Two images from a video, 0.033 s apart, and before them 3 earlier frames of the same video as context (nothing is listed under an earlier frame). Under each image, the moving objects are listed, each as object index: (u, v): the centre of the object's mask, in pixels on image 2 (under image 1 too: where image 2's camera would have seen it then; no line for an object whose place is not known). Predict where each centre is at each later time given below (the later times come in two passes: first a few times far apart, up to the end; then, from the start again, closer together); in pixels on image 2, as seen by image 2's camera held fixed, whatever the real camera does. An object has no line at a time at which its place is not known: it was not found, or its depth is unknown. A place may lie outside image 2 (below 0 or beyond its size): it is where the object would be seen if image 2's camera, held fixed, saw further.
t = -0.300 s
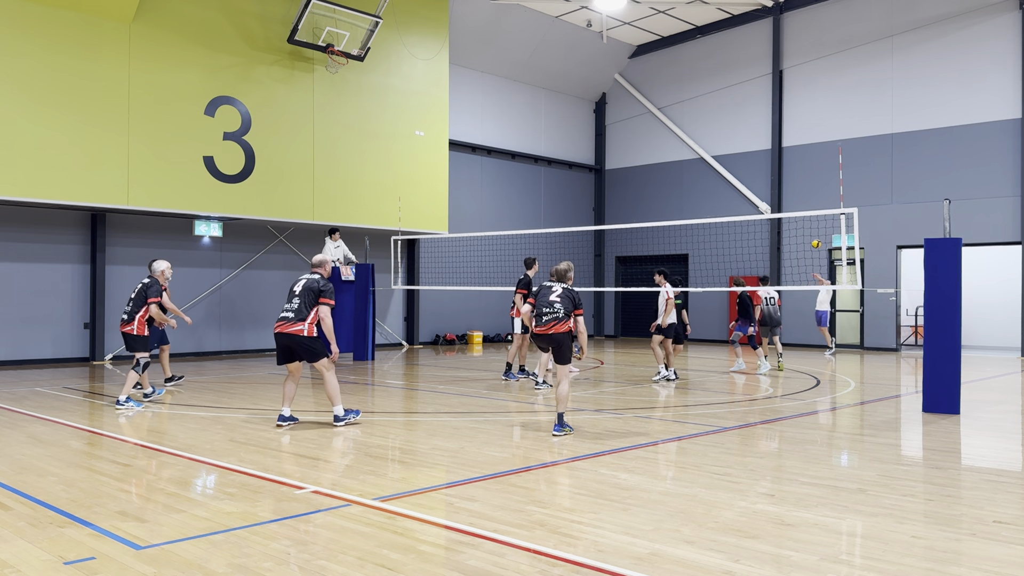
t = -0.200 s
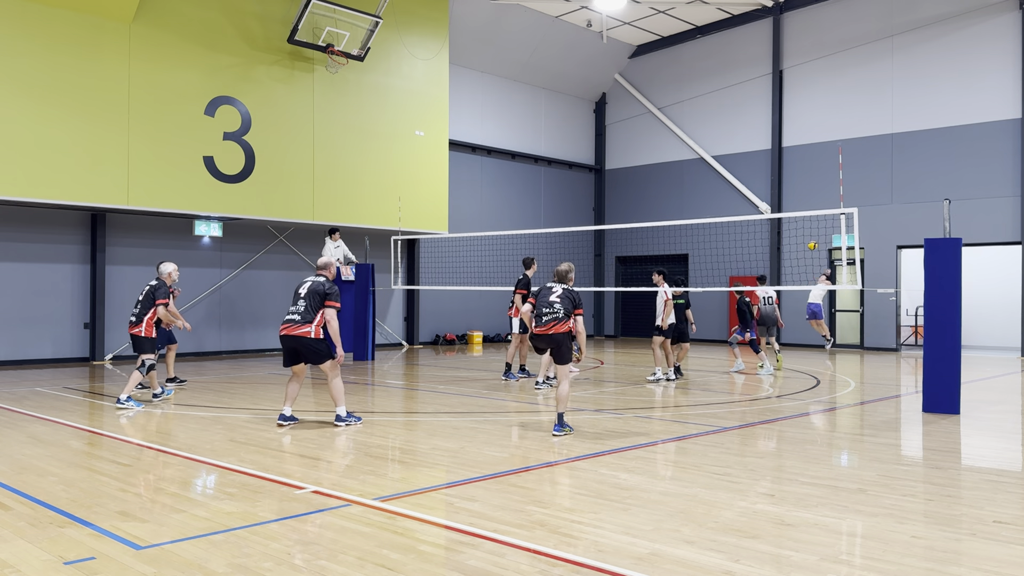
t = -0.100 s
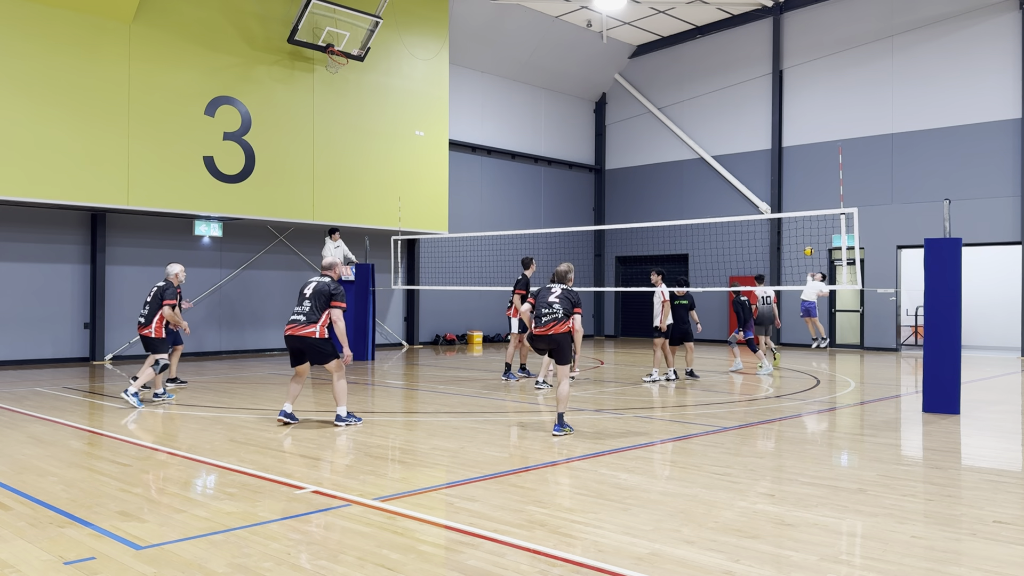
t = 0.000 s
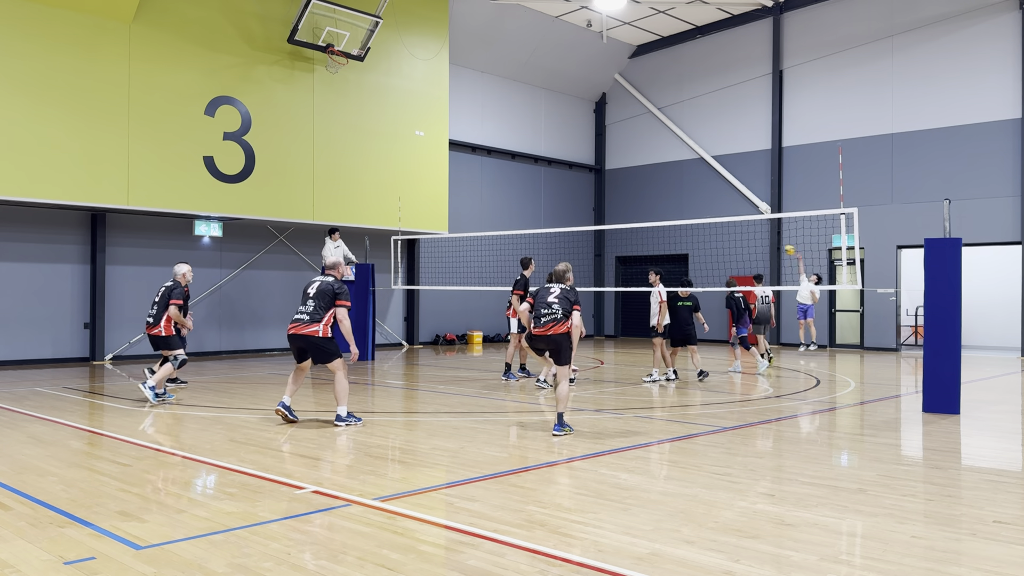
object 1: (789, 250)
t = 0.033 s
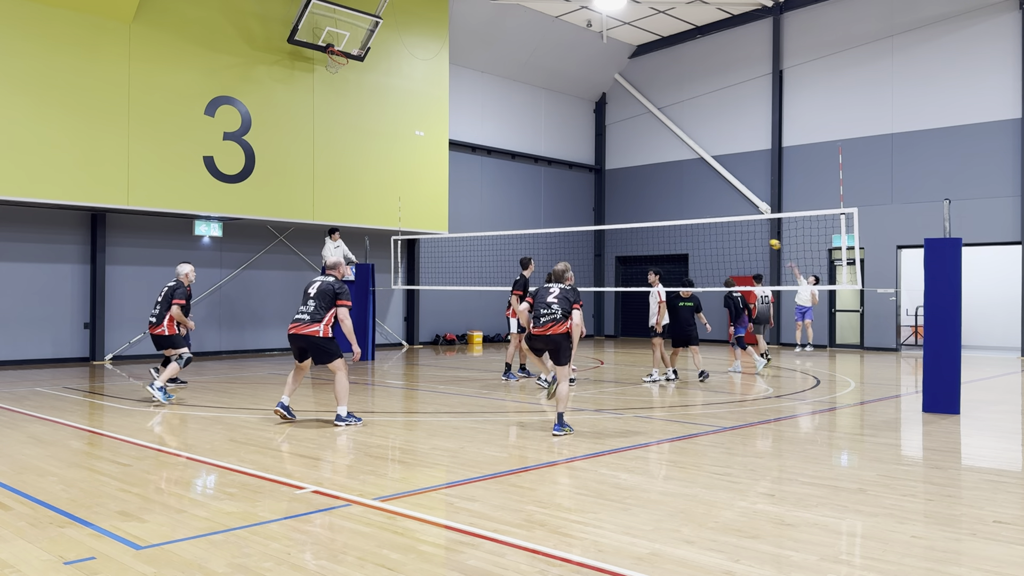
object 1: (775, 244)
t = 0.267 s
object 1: (661, 214)
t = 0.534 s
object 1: (503, 213)
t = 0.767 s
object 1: (319, 253)
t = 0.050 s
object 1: (767, 241)
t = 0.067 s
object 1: (759, 238)
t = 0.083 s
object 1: (751, 236)
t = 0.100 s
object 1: (743, 233)
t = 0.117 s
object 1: (736, 231)
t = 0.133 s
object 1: (728, 229)
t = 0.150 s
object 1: (720, 226)
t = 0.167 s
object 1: (711, 225)
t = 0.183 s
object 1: (703, 224)
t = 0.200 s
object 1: (694, 220)
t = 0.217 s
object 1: (686, 217)
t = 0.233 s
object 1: (678, 216)
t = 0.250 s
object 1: (669, 215)
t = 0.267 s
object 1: (661, 214)
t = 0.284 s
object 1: (652, 213)
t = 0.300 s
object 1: (643, 211)
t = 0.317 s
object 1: (634, 211)
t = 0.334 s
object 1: (624, 210)
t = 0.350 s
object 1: (615, 209)
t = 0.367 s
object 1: (606, 209)
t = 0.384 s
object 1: (596, 209)
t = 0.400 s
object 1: (587, 208)
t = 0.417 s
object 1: (577, 208)
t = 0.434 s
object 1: (567, 208)
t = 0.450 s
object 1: (557, 209)
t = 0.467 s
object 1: (546, 209)
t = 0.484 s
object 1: (536, 210)
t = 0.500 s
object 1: (525, 210)
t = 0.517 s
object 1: (514, 212)
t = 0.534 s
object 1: (503, 213)
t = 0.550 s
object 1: (491, 214)
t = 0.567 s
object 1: (480, 216)
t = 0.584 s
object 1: (468, 218)
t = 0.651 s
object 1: (418, 227)
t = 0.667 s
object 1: (406, 230)
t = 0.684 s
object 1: (392, 233)
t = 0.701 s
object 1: (379, 237)
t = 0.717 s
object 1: (365, 240)
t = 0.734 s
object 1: (352, 244)
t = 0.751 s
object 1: (335, 248)
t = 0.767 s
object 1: (319, 253)
